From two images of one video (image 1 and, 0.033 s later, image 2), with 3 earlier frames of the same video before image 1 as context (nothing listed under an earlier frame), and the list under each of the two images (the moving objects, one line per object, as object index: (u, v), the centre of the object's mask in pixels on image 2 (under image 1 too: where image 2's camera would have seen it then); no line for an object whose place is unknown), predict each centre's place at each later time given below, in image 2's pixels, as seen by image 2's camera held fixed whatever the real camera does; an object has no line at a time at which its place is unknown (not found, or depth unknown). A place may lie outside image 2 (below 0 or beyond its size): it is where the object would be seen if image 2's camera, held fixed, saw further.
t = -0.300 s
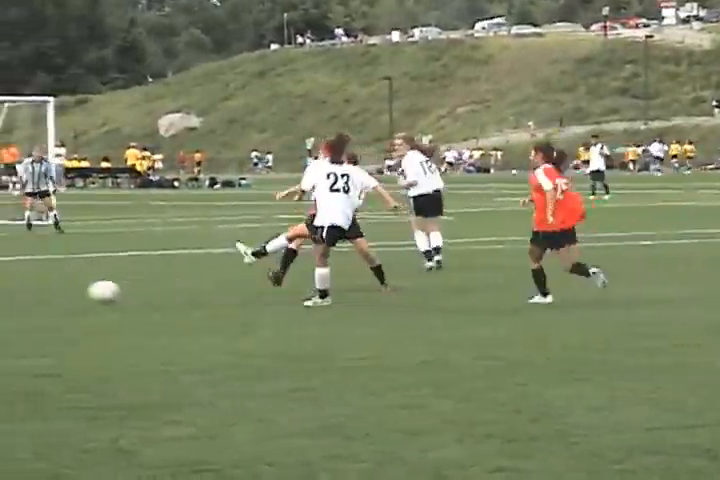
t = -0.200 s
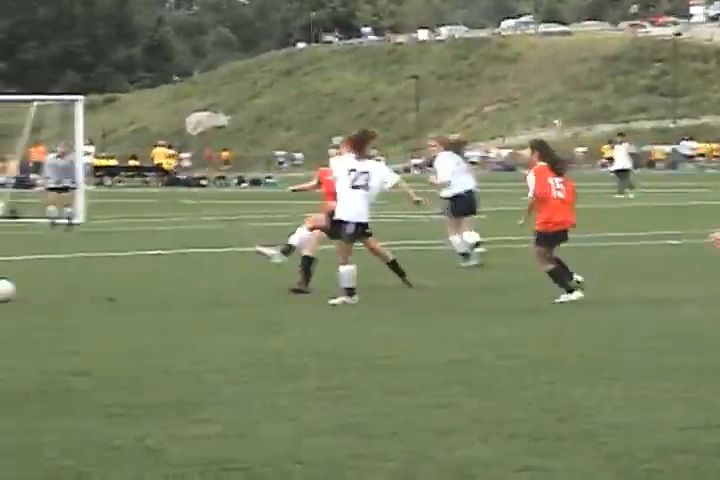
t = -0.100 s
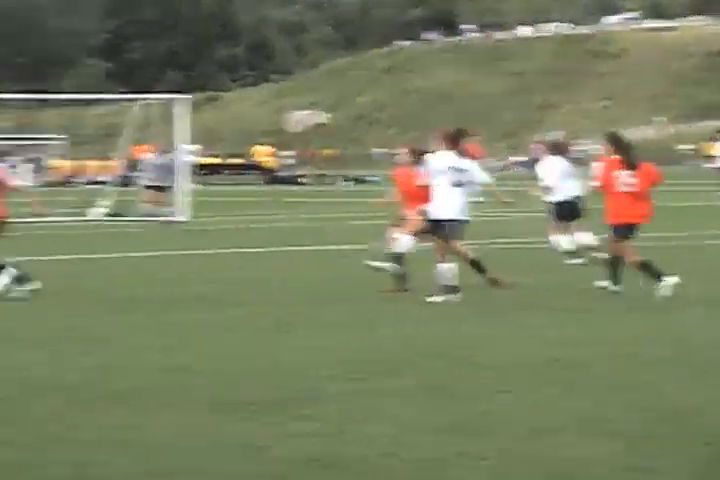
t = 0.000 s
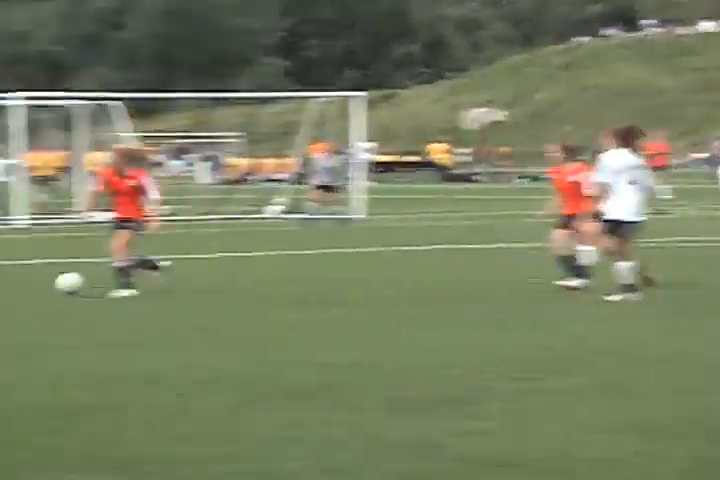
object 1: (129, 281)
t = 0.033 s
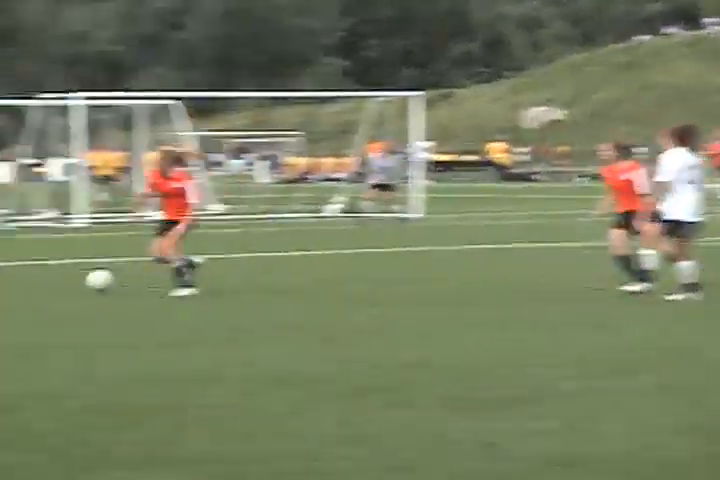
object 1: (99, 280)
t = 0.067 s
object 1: (73, 280)
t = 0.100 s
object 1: (45, 281)
